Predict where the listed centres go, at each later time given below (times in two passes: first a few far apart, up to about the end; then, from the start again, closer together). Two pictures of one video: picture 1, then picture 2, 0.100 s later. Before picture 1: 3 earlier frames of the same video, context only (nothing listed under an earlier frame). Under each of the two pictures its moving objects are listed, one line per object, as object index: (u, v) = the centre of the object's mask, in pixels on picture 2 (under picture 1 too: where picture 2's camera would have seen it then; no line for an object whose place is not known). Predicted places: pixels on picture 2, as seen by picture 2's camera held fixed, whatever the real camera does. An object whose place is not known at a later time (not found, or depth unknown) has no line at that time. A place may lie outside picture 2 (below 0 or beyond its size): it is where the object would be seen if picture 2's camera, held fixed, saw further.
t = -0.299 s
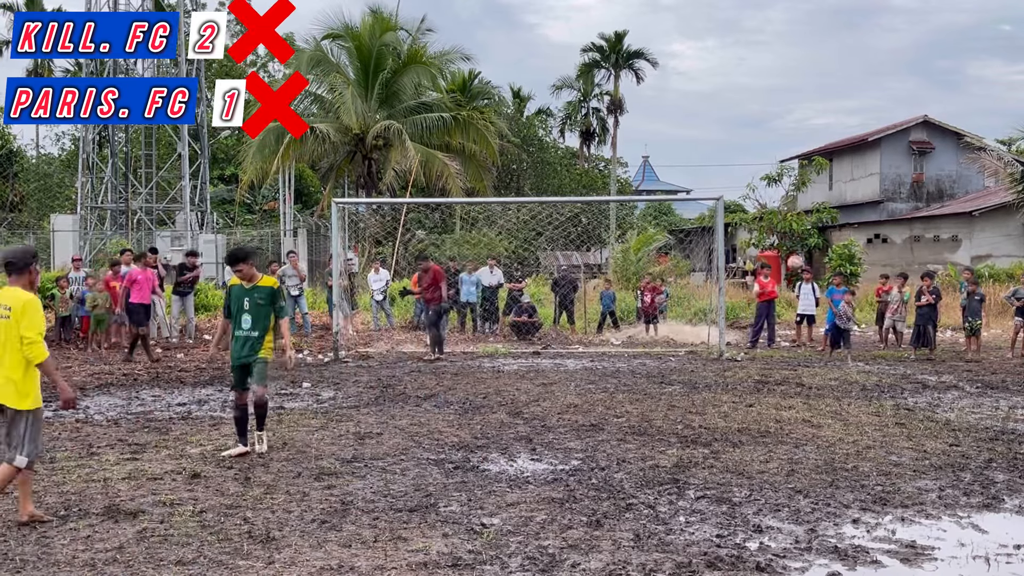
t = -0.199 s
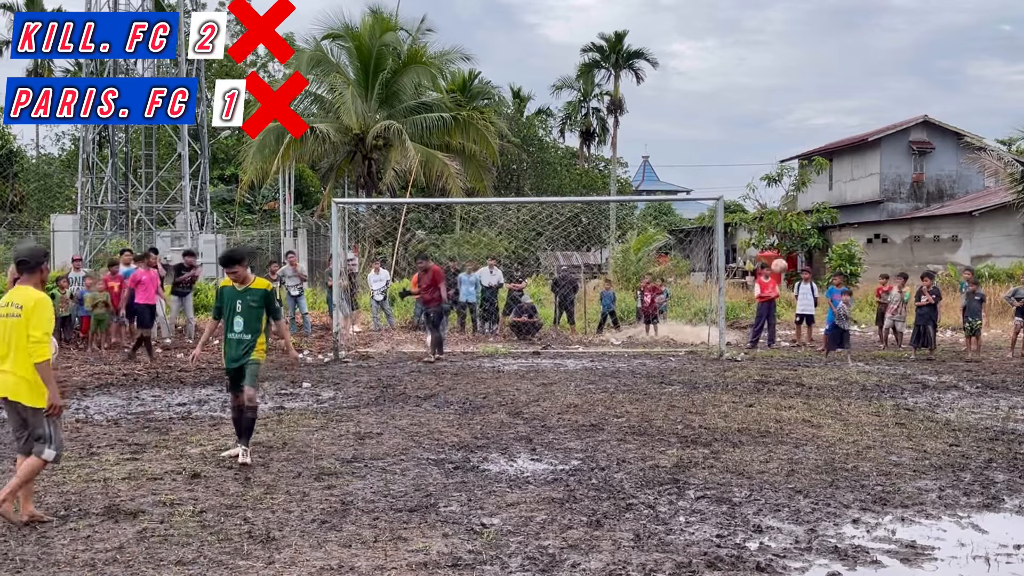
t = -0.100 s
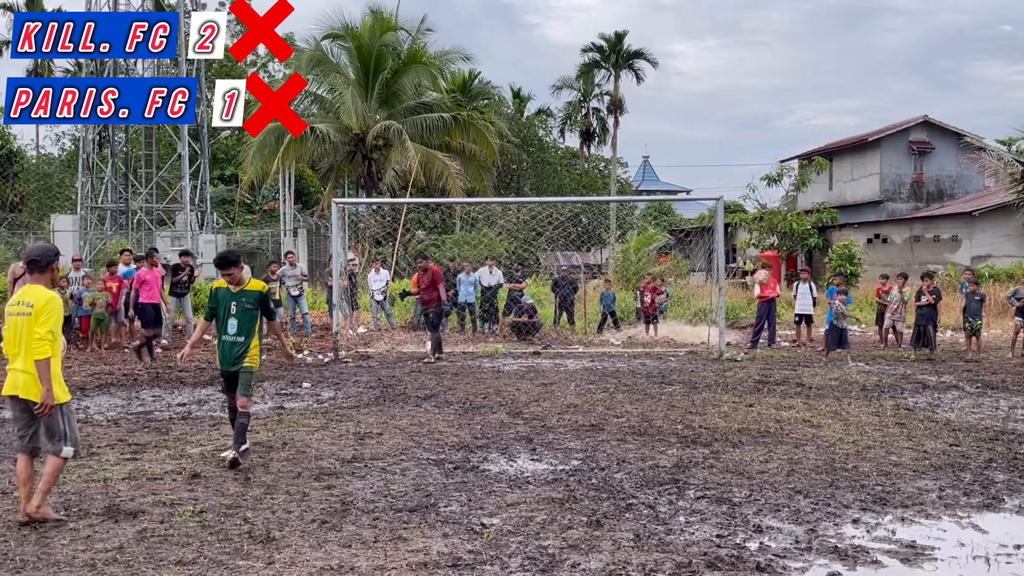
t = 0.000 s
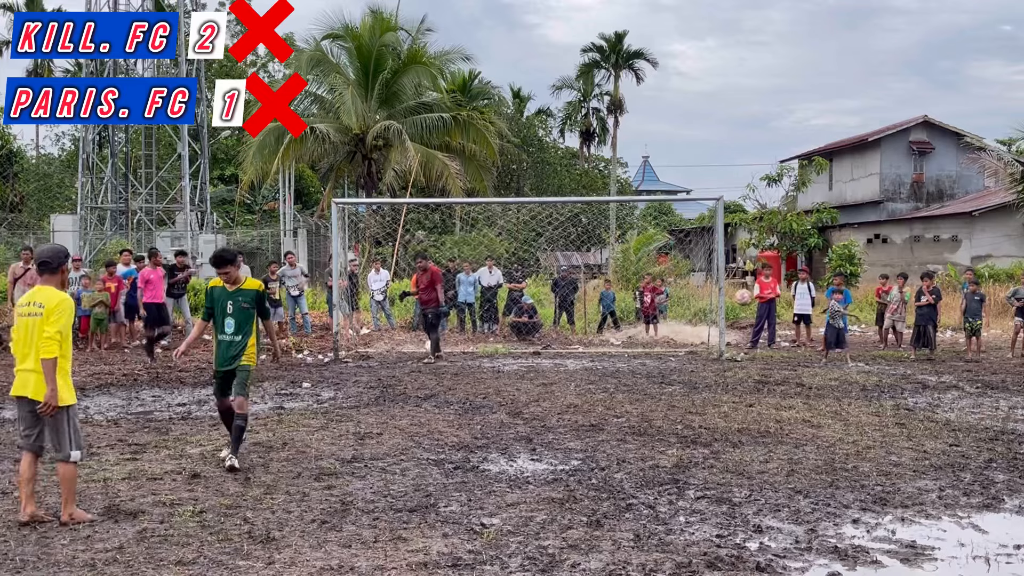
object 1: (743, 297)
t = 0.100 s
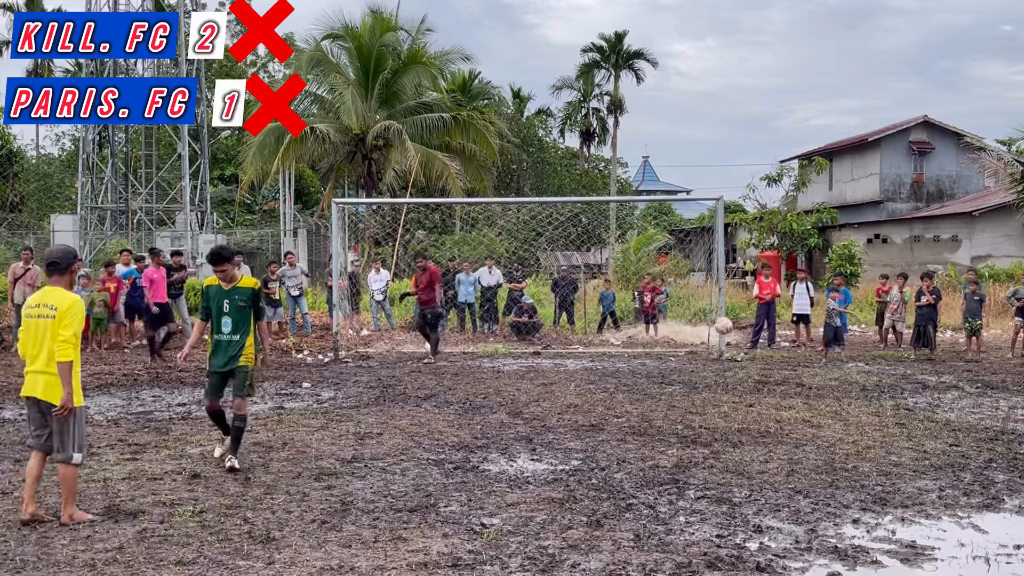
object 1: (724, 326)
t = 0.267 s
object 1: (689, 381)
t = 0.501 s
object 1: (657, 385)
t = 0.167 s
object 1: (709, 350)
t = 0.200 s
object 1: (702, 364)
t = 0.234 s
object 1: (694, 379)
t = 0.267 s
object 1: (689, 381)
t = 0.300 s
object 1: (684, 381)
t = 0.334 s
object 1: (680, 381)
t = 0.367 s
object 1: (675, 382)
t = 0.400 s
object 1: (670, 383)
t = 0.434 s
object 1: (665, 383)
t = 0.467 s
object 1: (661, 384)
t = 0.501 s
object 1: (657, 385)
